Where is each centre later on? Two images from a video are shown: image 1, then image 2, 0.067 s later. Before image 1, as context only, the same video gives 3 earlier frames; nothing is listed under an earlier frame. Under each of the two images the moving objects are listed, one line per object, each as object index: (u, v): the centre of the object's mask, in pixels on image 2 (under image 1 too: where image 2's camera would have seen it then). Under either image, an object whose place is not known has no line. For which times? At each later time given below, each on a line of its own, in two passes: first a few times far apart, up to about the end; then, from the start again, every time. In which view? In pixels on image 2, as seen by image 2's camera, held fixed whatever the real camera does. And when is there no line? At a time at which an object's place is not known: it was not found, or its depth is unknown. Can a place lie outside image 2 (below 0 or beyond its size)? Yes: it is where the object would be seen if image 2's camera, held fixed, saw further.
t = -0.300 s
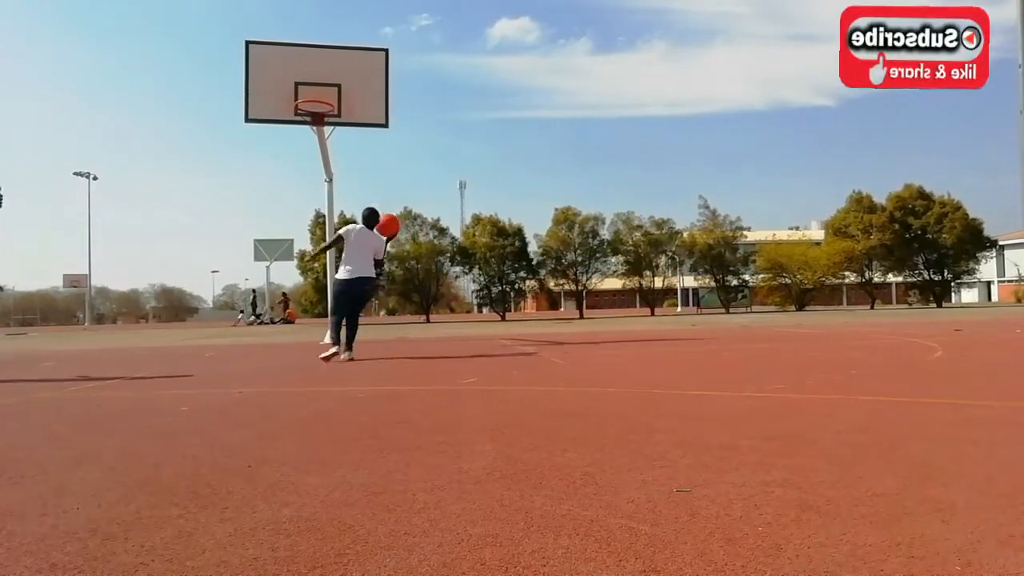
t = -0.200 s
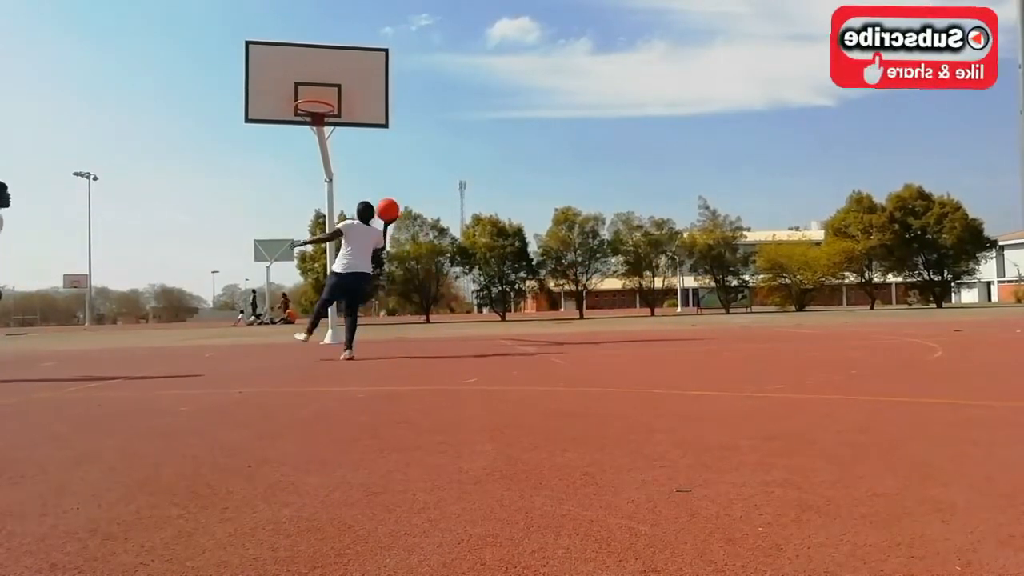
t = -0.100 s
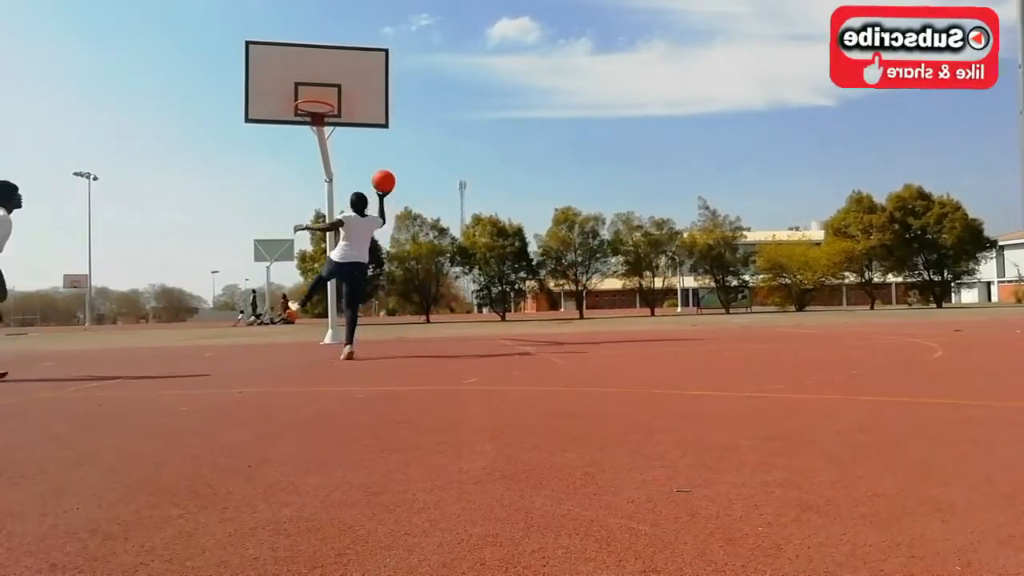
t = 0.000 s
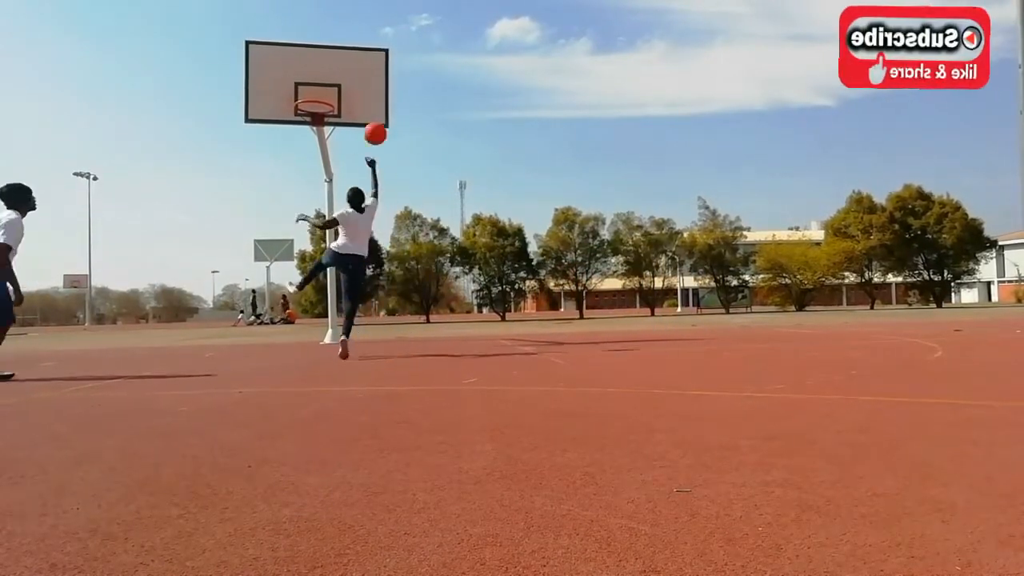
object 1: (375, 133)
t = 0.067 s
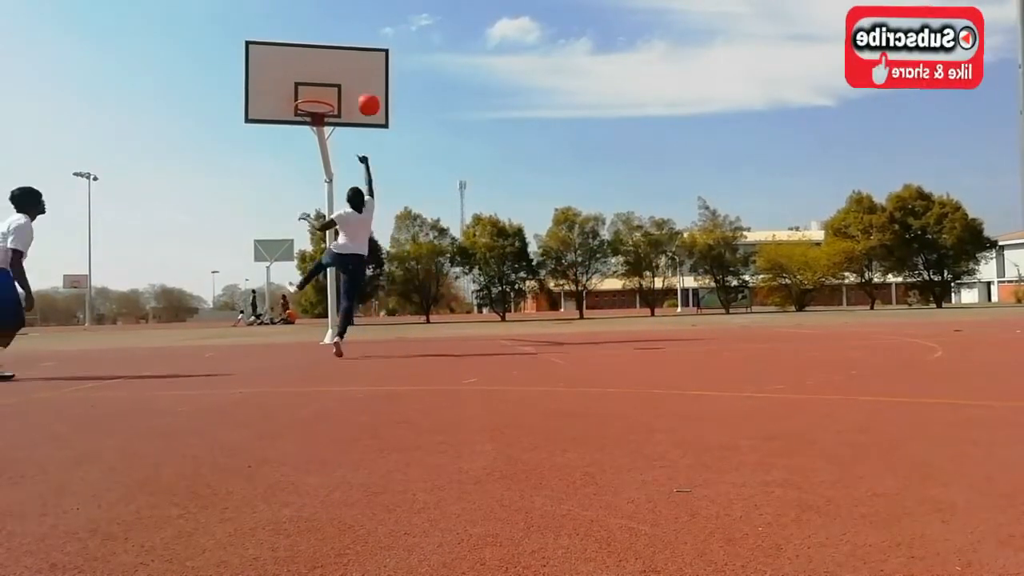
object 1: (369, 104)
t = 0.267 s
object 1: (350, 47)
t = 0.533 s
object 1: (327, 26)
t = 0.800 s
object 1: (306, 46)
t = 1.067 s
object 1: (283, 98)
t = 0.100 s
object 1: (366, 92)
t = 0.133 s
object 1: (363, 81)
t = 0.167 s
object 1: (359, 70)
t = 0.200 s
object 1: (356, 61)
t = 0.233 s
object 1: (353, 54)
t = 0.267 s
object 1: (350, 47)
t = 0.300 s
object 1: (348, 41)
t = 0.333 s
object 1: (344, 36)
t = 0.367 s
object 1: (341, 32)
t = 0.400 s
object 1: (338, 29)
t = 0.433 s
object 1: (335, 27)
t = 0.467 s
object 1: (332, 26)
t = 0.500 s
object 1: (330, 26)
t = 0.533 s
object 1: (327, 26)
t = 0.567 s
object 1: (324, 28)
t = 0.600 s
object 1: (322, 30)
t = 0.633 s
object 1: (319, 34)
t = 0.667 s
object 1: (317, 37)
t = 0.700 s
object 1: (314, 42)
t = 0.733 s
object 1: (311, 42)
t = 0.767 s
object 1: (309, 44)
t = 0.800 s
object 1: (306, 46)
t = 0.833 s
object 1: (303, 49)
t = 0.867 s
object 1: (301, 53)
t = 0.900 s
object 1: (298, 59)
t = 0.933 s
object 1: (295, 64)
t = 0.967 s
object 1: (291, 71)
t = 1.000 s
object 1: (289, 79)
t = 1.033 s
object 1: (285, 88)
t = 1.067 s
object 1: (283, 98)
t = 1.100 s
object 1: (280, 109)
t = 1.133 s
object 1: (277, 121)
